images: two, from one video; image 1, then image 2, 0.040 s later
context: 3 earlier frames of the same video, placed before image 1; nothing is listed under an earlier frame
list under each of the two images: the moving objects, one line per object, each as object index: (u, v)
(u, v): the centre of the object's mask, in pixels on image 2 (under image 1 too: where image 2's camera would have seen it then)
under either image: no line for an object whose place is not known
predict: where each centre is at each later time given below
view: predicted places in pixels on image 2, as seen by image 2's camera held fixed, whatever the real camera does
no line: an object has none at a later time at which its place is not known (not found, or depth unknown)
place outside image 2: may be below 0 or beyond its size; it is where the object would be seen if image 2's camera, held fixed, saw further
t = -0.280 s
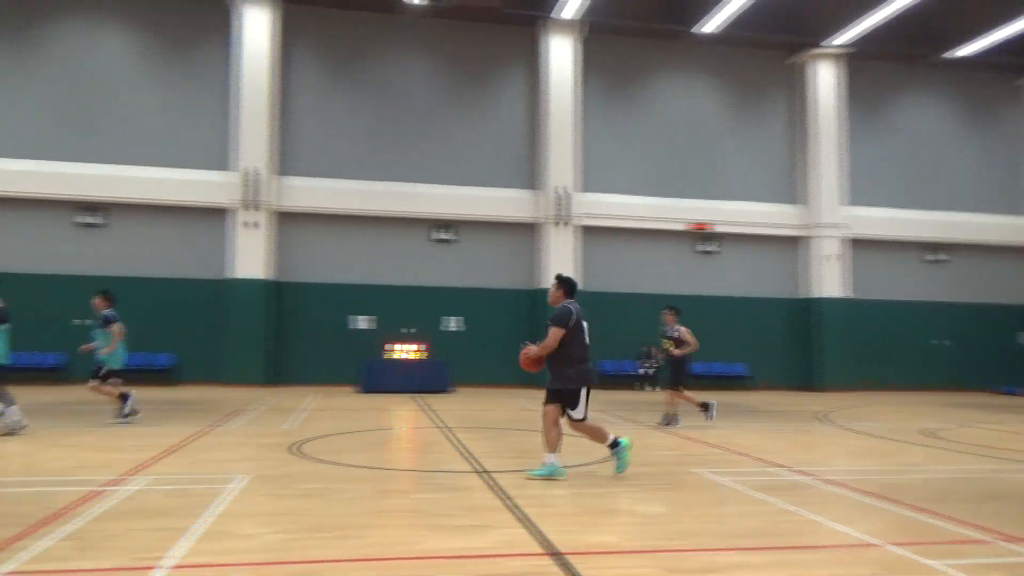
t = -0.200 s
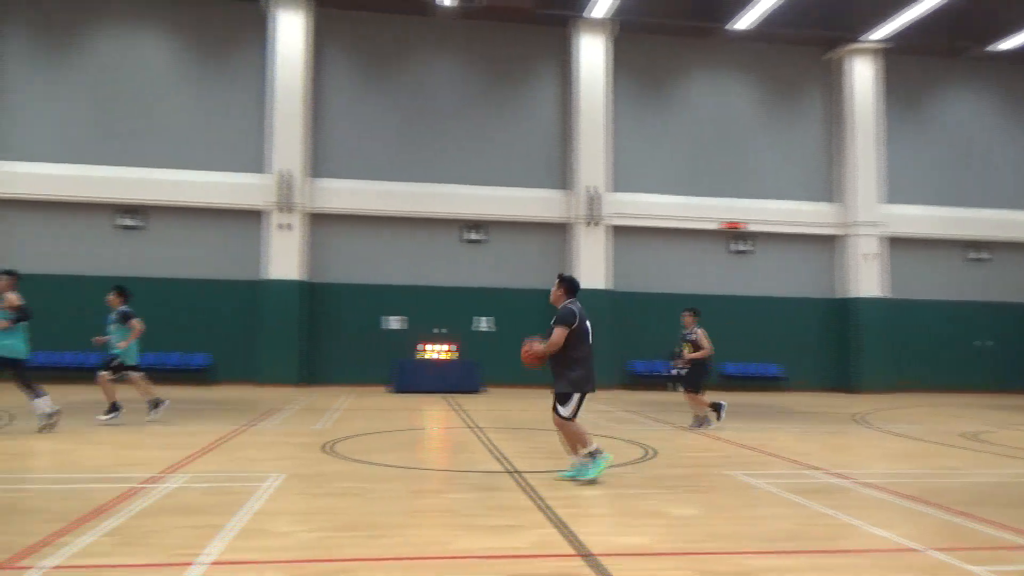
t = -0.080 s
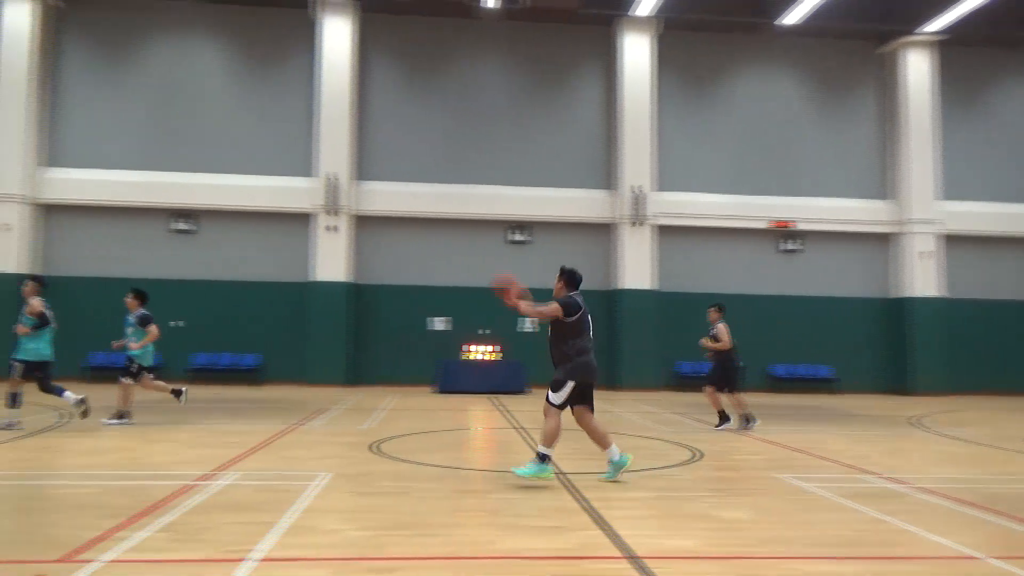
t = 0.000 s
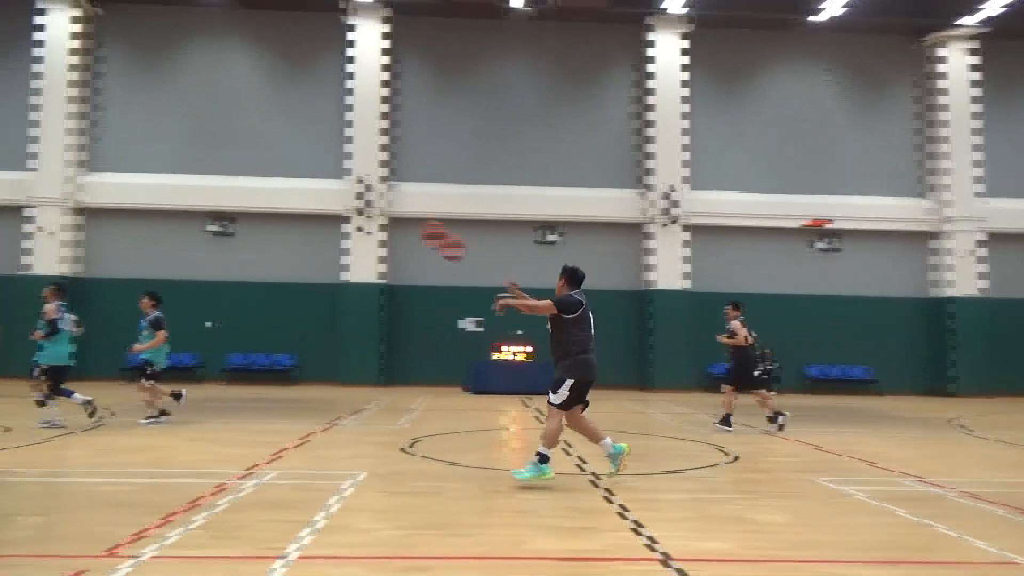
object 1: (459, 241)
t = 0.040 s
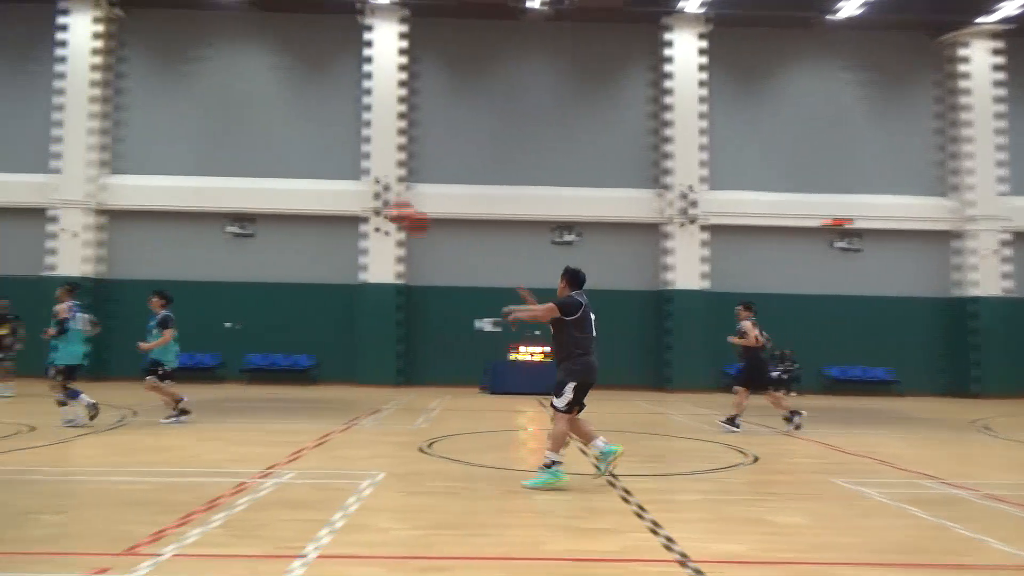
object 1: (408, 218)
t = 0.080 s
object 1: (358, 196)
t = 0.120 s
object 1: (303, 173)
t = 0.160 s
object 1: (252, 155)
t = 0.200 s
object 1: (200, 136)
